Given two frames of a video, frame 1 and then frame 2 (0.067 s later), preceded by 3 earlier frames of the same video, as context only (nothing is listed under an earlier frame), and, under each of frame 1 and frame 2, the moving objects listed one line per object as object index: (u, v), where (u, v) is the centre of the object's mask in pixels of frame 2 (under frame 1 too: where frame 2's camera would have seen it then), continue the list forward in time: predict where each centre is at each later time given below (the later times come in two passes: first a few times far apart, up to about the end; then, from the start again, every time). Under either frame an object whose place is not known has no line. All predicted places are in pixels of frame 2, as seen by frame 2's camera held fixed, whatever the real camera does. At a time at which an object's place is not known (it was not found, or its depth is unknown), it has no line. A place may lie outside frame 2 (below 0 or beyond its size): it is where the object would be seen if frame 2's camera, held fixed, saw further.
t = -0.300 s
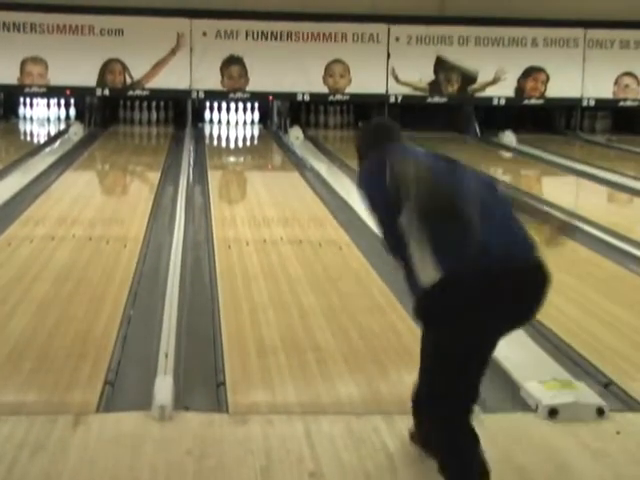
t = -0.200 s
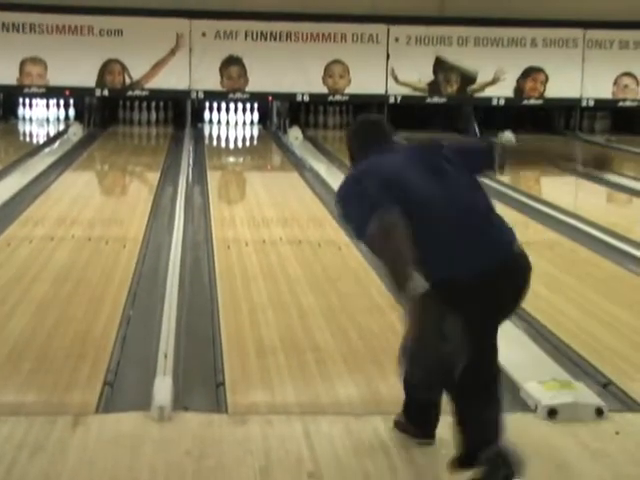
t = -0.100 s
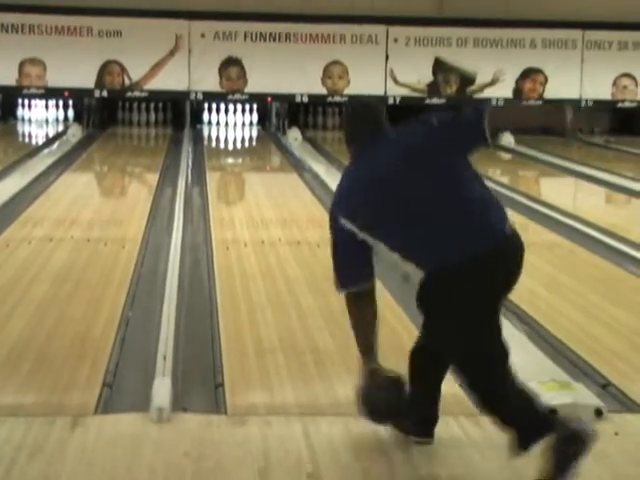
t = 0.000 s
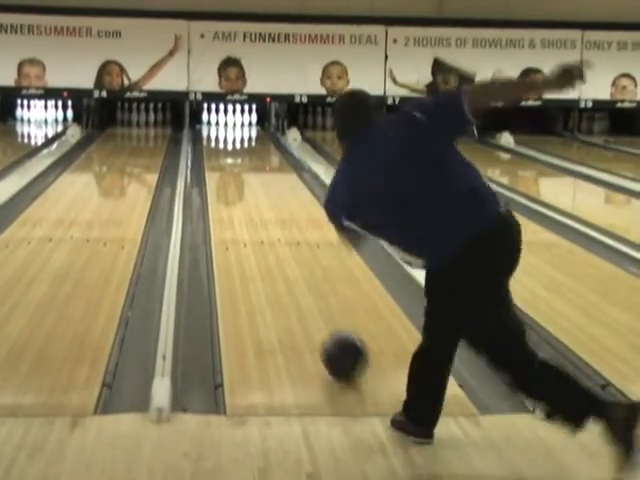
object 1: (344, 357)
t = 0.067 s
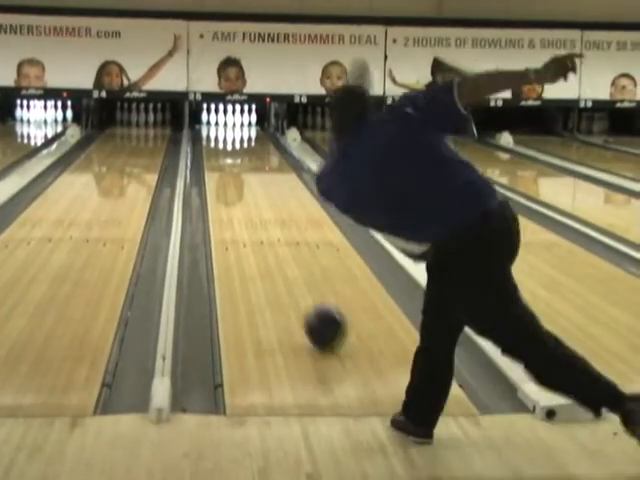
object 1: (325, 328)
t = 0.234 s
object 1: (290, 274)
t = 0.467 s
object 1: (259, 226)
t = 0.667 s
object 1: (242, 198)
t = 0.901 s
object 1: (228, 177)
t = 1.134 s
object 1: (219, 160)
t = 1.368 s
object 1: (214, 147)
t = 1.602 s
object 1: (213, 137)
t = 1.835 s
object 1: (217, 129)
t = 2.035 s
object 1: (223, 124)
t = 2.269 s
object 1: (226, 120)
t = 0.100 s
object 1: (317, 315)
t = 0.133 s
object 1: (309, 303)
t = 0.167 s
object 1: (302, 293)
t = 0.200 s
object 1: (296, 283)
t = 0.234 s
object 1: (290, 274)
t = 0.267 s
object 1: (285, 266)
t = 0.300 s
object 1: (280, 258)
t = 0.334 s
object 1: (275, 251)
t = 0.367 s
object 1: (271, 244)
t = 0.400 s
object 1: (267, 238)
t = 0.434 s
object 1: (263, 232)
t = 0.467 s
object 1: (259, 226)
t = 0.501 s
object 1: (256, 221)
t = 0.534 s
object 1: (253, 216)
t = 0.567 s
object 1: (250, 211)
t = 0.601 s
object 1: (247, 207)
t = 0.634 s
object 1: (245, 202)
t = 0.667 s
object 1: (242, 198)
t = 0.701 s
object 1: (240, 195)
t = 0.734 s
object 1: (238, 191)
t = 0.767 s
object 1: (236, 188)
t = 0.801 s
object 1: (234, 184)
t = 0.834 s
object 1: (232, 182)
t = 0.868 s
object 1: (230, 179)
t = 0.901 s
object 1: (228, 177)
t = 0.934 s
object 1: (227, 174)
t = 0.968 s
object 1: (225, 172)
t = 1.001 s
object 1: (224, 169)
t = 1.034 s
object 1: (222, 166)
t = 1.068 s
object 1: (221, 164)
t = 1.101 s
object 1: (220, 162)
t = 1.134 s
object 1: (219, 160)
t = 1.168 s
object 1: (218, 158)
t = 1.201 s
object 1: (217, 157)
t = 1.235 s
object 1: (216, 155)
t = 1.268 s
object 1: (216, 152)
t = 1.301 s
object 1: (215, 150)
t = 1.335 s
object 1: (215, 148)
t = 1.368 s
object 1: (214, 147)
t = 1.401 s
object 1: (214, 145)
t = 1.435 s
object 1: (213, 144)
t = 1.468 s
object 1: (213, 142)
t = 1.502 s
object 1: (212, 141)
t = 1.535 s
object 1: (212, 139)
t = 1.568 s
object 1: (212, 138)
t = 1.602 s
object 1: (213, 137)
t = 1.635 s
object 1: (214, 137)
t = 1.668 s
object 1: (214, 135)
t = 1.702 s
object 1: (214, 135)
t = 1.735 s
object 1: (215, 133)
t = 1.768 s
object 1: (215, 131)
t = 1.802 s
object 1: (216, 130)
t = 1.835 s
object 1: (217, 129)
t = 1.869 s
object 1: (219, 128)
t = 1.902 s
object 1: (220, 128)
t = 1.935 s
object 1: (221, 126)
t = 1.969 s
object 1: (221, 125)
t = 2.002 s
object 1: (222, 124)
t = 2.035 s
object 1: (223, 124)
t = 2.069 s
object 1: (225, 123)
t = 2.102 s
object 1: (226, 122)
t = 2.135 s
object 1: (225, 122)
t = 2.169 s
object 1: (226, 121)
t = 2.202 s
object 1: (227, 121)
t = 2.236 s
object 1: (227, 121)
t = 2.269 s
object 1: (226, 120)
